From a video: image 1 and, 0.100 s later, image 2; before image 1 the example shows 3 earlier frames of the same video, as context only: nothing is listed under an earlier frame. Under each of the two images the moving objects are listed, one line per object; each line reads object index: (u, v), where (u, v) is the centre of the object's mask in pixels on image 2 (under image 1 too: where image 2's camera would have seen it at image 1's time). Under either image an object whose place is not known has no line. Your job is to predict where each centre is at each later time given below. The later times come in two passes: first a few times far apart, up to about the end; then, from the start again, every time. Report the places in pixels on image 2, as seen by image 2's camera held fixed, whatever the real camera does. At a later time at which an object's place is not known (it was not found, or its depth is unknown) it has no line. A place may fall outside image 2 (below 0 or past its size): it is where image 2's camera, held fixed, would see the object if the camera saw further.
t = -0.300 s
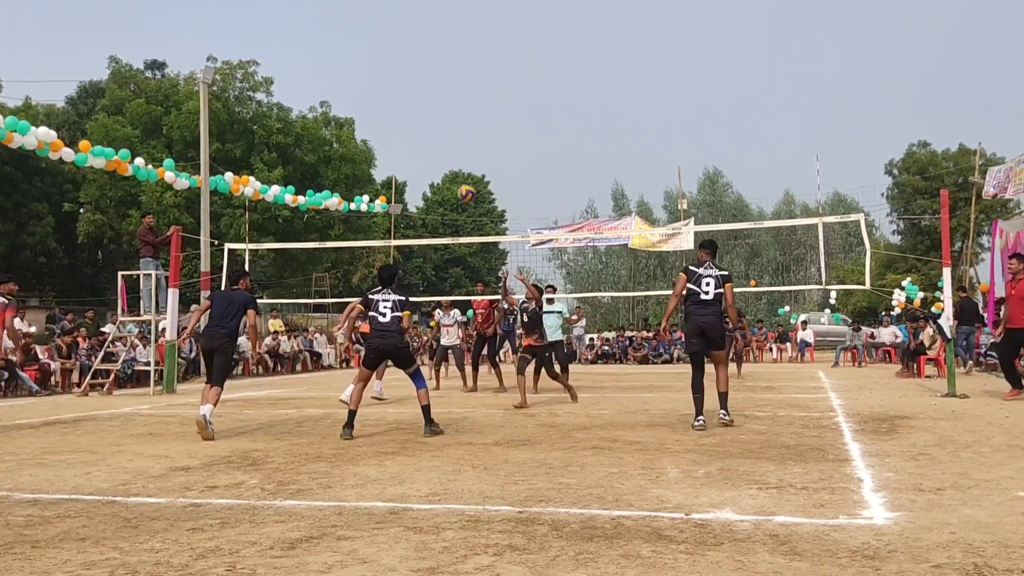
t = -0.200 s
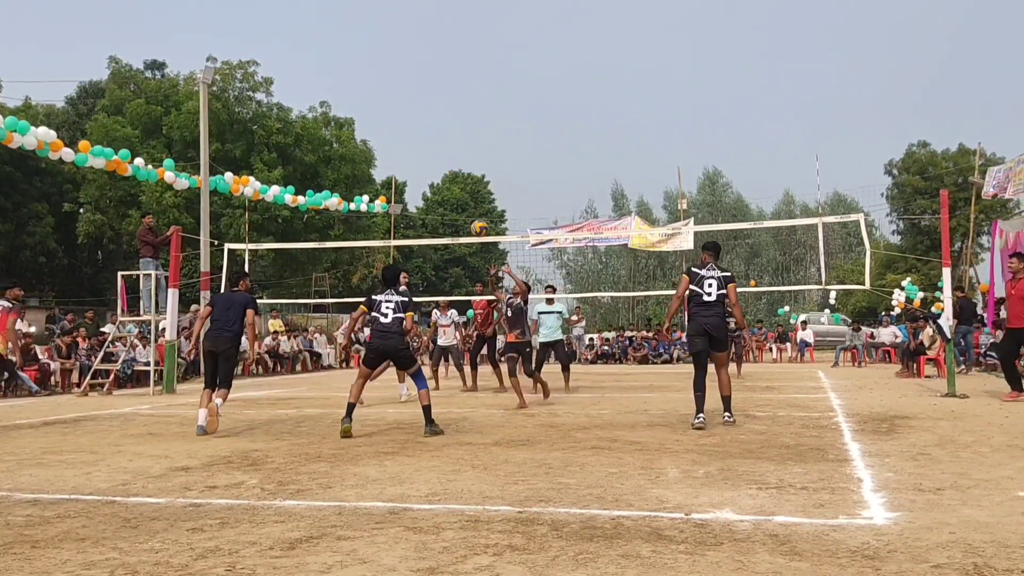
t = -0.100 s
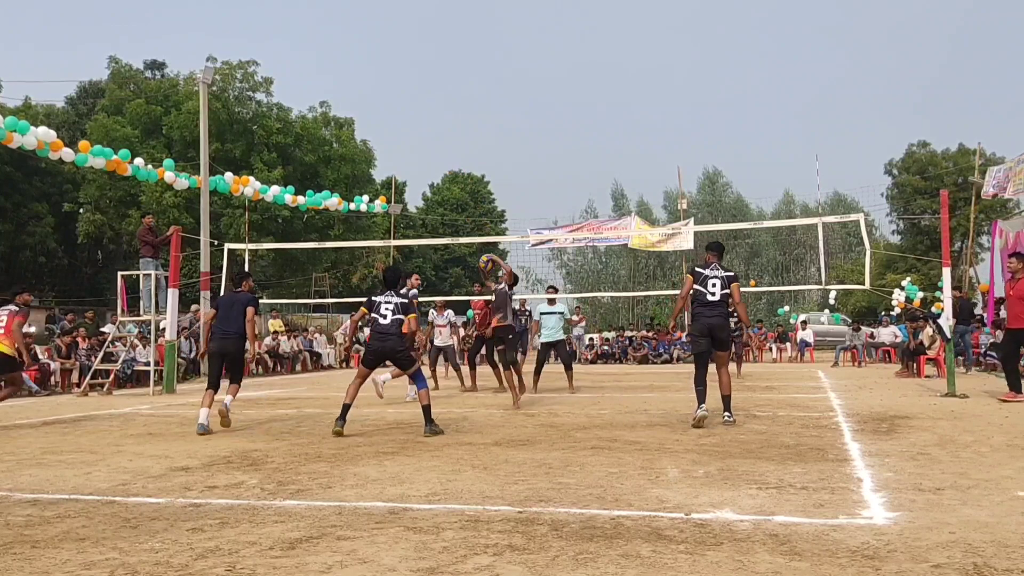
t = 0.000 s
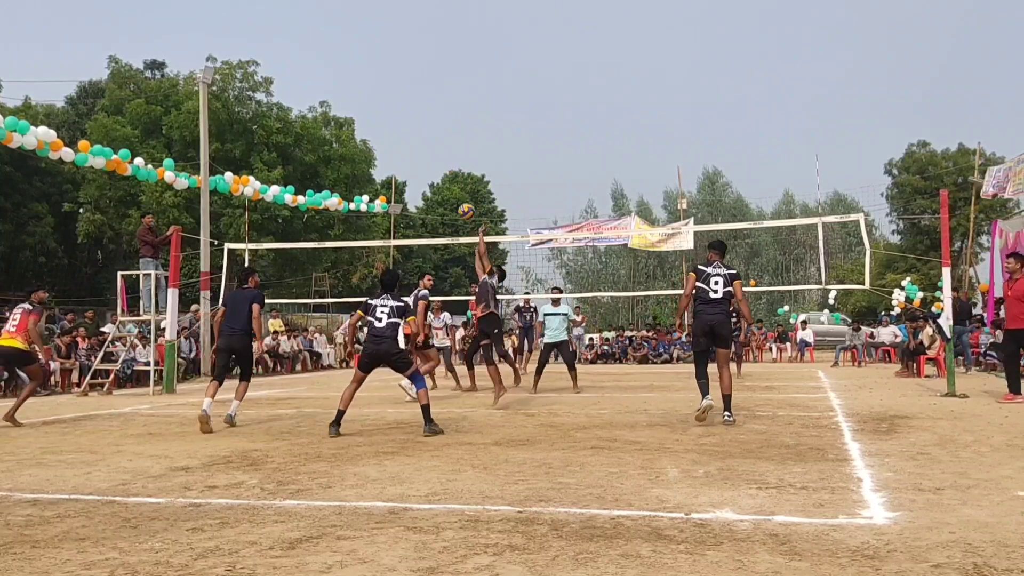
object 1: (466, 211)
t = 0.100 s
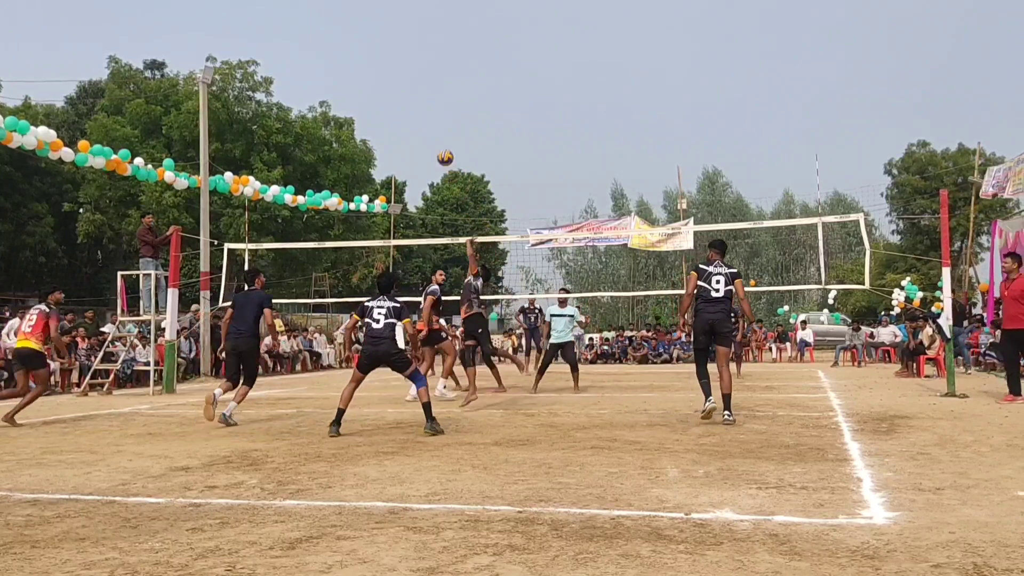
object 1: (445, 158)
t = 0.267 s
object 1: (412, 88)
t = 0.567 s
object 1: (356, 19)
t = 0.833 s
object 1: (310, 14)
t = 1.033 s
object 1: (279, 42)
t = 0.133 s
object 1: (438, 142)
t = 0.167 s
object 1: (431, 126)
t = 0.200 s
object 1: (425, 113)
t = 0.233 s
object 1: (418, 100)
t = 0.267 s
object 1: (412, 88)
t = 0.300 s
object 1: (405, 77)
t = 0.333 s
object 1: (399, 66)
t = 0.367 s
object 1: (392, 57)
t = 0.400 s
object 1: (386, 48)
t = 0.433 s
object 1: (380, 41)
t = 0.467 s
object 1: (374, 34)
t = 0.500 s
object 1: (368, 28)
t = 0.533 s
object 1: (362, 24)
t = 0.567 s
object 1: (356, 19)
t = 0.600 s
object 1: (350, 16)
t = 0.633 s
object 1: (344, 13)
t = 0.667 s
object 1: (339, 11)
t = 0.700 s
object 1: (333, 10)
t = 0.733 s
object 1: (327, 10)
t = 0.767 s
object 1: (322, 11)
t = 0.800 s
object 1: (316, 12)
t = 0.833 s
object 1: (310, 14)
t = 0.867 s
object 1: (305, 17)
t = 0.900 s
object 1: (300, 20)
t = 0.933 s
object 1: (295, 25)
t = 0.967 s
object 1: (289, 30)
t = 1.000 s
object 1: (284, 36)
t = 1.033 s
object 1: (279, 42)
